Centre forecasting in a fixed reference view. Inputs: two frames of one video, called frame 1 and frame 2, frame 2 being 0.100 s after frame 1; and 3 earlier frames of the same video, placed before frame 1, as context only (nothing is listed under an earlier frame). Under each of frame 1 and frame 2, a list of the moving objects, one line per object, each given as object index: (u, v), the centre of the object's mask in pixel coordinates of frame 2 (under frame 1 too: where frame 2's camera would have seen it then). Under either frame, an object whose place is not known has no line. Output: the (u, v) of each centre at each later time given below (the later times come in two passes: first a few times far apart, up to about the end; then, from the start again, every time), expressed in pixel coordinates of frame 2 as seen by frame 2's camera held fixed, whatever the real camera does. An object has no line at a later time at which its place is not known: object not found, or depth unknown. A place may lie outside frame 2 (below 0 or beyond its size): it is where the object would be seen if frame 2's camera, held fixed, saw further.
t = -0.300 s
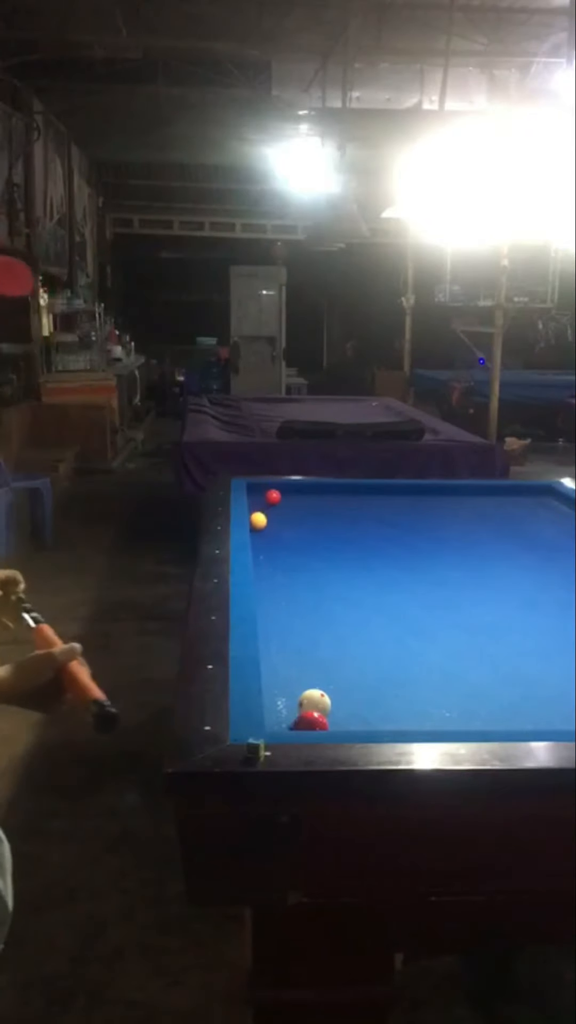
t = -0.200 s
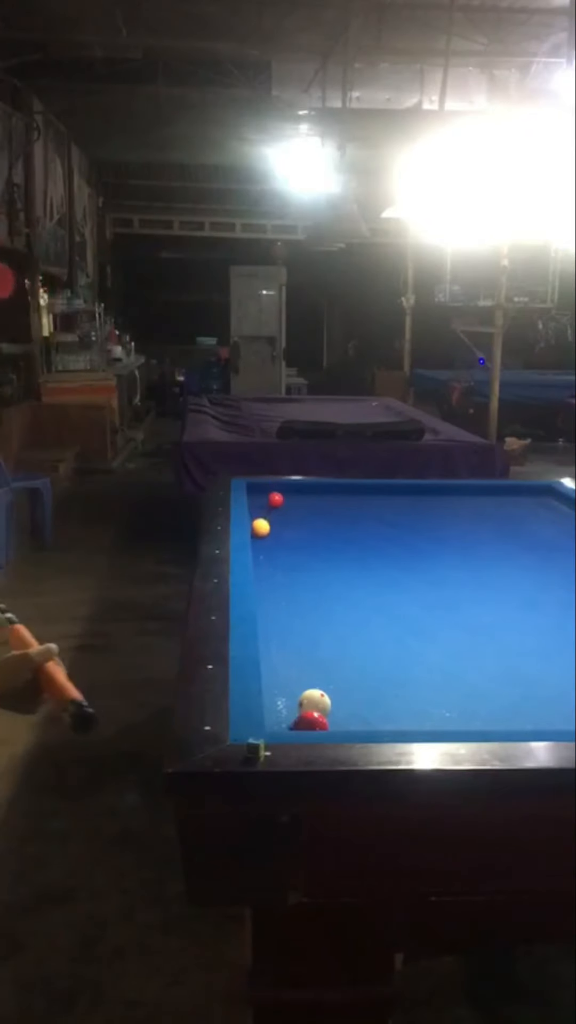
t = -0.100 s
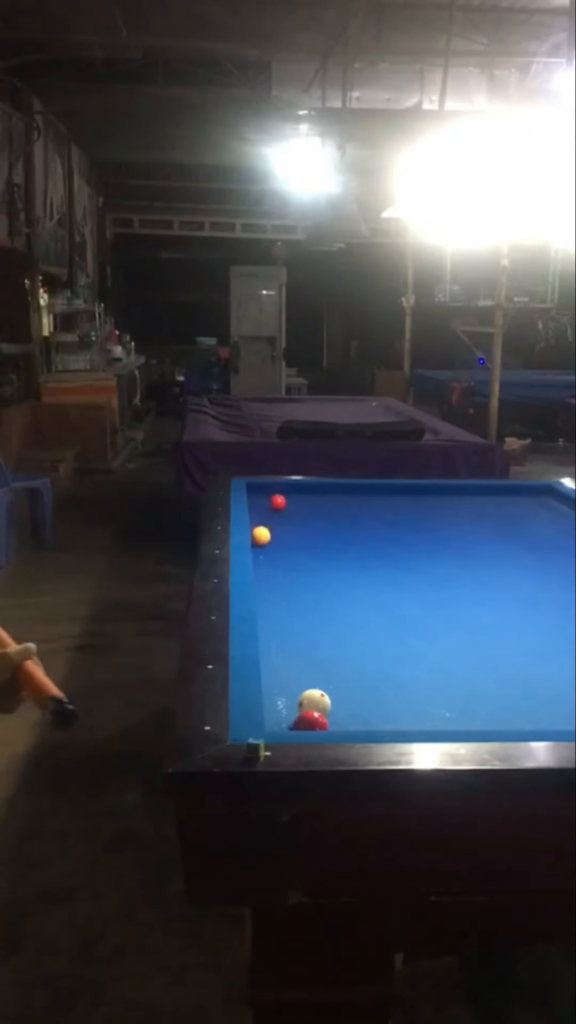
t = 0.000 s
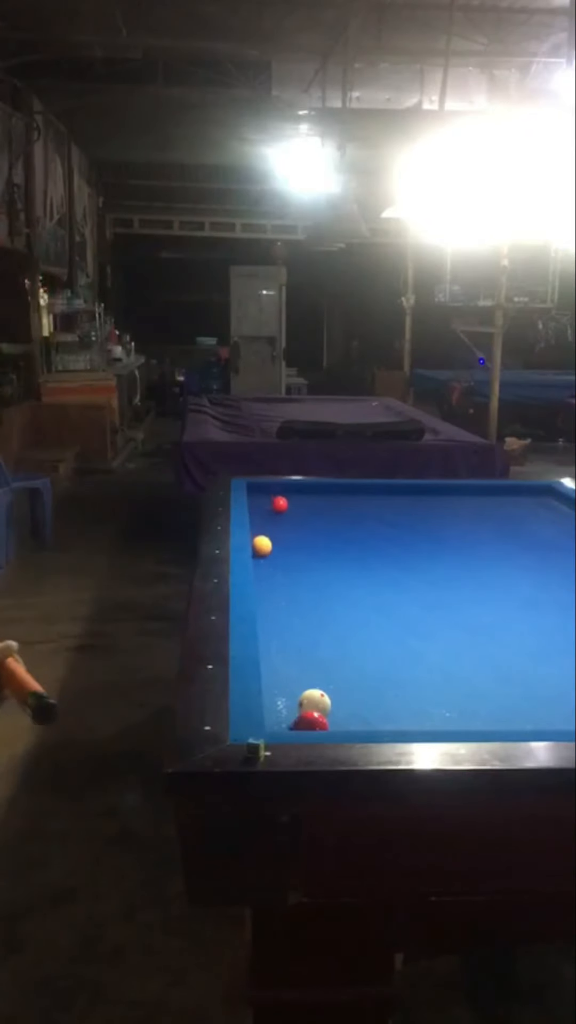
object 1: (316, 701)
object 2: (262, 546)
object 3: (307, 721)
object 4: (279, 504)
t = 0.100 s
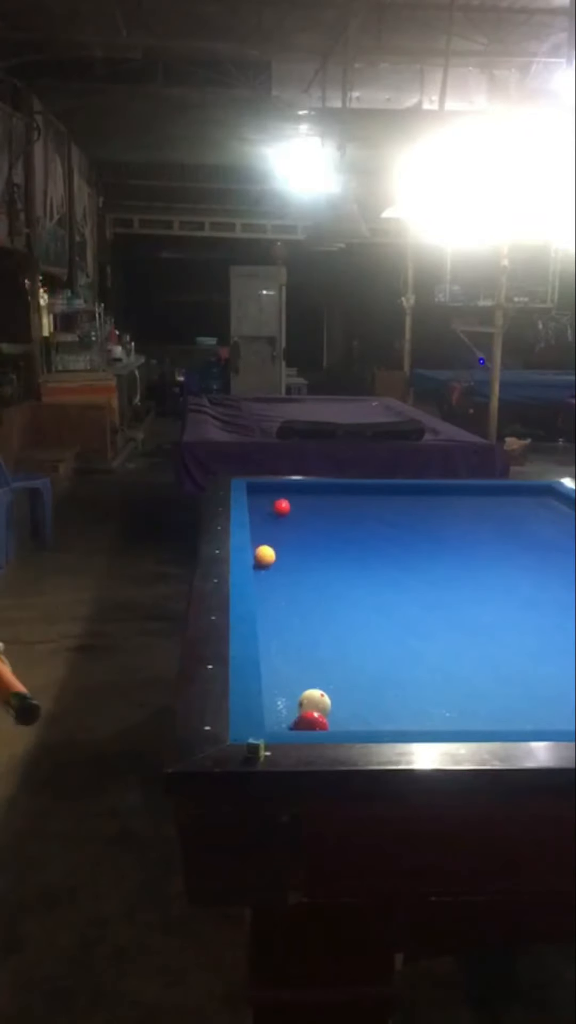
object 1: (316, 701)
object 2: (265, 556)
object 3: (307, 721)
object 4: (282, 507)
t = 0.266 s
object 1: (316, 701)
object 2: (271, 575)
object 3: (307, 721)
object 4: (286, 512)
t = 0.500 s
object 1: (316, 701)
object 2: (281, 607)
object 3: (307, 721)
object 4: (292, 518)
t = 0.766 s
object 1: (315, 702)
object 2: (295, 655)
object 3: (307, 721)
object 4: (298, 525)
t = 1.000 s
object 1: (328, 711)
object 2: (305, 693)
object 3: (303, 721)
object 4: (304, 532)
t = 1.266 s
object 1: (390, 695)
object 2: (312, 708)
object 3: (279, 718)
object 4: (311, 540)
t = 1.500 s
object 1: (438, 683)
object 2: (334, 711)
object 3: (285, 722)
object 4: (318, 547)
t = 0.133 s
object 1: (316, 701)
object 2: (266, 559)
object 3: (307, 721)
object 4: (283, 508)
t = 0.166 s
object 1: (316, 701)
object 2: (267, 563)
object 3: (307, 721)
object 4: (283, 509)
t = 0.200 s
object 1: (316, 701)
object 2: (268, 567)
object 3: (307, 721)
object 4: (284, 510)
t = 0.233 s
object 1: (316, 701)
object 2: (270, 571)
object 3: (307, 721)
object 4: (285, 511)
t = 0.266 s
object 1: (316, 701)
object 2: (271, 575)
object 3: (307, 721)
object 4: (286, 512)
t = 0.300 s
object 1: (316, 701)
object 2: (272, 579)
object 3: (307, 721)
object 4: (287, 513)
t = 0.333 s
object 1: (316, 701)
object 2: (274, 584)
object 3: (307, 721)
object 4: (287, 513)
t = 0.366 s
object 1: (316, 701)
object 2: (275, 588)
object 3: (307, 721)
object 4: (288, 514)
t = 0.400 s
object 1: (316, 701)
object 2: (276, 593)
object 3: (307, 721)
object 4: (289, 515)
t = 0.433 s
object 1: (316, 701)
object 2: (278, 597)
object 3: (307, 721)
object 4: (290, 516)
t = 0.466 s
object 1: (316, 701)
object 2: (279, 603)
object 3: (307, 721)
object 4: (291, 517)
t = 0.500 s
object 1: (316, 701)
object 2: (281, 607)
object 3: (307, 721)
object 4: (292, 518)
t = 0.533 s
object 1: (316, 701)
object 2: (282, 613)
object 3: (307, 721)
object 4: (293, 518)
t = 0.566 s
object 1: (315, 701)
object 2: (284, 618)
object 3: (307, 721)
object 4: (293, 520)
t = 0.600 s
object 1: (315, 701)
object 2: (286, 624)
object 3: (307, 721)
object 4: (294, 520)
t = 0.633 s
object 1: (315, 701)
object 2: (288, 629)
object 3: (307, 721)
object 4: (295, 521)
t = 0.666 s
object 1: (315, 701)
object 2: (289, 636)
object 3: (307, 721)
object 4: (296, 522)
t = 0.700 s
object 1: (315, 701)
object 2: (291, 641)
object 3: (307, 721)
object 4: (297, 523)
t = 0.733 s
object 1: (315, 701)
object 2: (293, 649)
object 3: (307, 721)
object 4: (297, 524)
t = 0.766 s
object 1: (315, 702)
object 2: (295, 655)
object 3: (307, 721)
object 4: (298, 525)
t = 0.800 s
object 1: (315, 701)
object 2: (298, 661)
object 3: (307, 721)
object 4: (299, 526)
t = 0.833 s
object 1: (316, 701)
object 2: (300, 669)
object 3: (307, 721)
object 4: (300, 527)
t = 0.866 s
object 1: (315, 702)
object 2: (302, 675)
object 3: (307, 721)
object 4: (301, 528)
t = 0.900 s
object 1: (315, 701)
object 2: (303, 681)
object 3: (307, 721)
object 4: (302, 529)
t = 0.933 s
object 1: (314, 702)
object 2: (305, 686)
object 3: (306, 721)
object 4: (303, 530)
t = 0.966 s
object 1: (319, 706)
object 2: (305, 690)
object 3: (307, 721)
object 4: (303, 531)
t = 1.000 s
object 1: (328, 711)
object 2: (305, 693)
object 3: (303, 721)
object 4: (304, 532)
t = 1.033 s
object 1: (334, 711)
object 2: (305, 695)
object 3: (295, 720)
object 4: (305, 532)
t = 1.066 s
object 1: (343, 707)
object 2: (306, 697)
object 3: (289, 720)
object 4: (306, 534)
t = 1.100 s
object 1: (353, 705)
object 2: (306, 698)
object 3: (284, 719)
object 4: (306, 535)
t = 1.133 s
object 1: (360, 703)
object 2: (305, 701)
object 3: (278, 719)
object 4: (307, 536)
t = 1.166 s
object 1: (368, 702)
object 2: (306, 704)
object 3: (277, 718)
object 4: (308, 537)
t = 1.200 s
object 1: (375, 699)
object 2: (307, 705)
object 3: (280, 718)
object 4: (309, 538)
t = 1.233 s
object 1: (382, 697)
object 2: (309, 707)
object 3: (280, 718)
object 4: (310, 539)
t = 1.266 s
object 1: (390, 695)
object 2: (312, 708)
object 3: (279, 718)
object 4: (311, 540)
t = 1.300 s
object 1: (397, 693)
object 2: (314, 709)
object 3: (282, 719)
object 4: (312, 541)
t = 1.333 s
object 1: (404, 692)
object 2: (317, 709)
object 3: (281, 720)
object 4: (313, 542)
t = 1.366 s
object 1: (412, 690)
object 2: (321, 709)
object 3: (282, 720)
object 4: (314, 543)
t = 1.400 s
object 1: (418, 688)
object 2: (324, 710)
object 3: (283, 721)
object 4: (315, 544)
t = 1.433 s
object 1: (425, 686)
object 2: (327, 711)
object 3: (283, 721)
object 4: (316, 545)
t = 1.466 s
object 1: (431, 684)
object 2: (331, 711)
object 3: (284, 722)
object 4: (317, 546)
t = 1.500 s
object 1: (438, 683)
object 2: (334, 711)
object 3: (285, 722)
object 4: (318, 547)
